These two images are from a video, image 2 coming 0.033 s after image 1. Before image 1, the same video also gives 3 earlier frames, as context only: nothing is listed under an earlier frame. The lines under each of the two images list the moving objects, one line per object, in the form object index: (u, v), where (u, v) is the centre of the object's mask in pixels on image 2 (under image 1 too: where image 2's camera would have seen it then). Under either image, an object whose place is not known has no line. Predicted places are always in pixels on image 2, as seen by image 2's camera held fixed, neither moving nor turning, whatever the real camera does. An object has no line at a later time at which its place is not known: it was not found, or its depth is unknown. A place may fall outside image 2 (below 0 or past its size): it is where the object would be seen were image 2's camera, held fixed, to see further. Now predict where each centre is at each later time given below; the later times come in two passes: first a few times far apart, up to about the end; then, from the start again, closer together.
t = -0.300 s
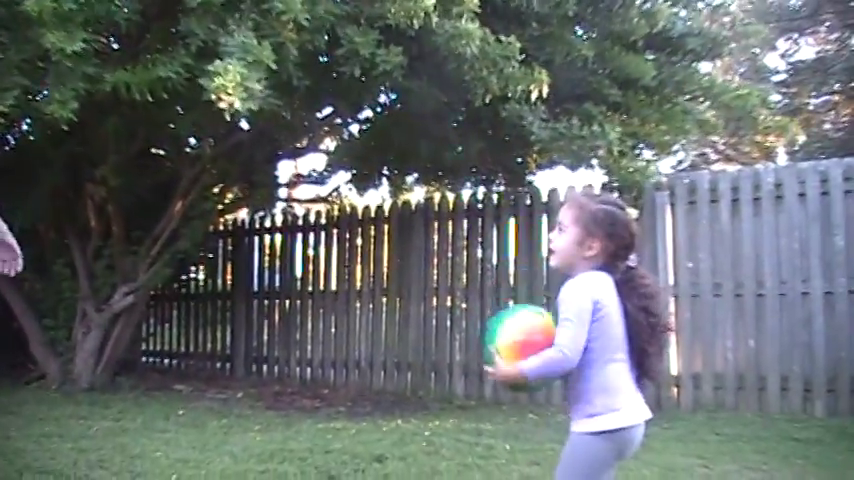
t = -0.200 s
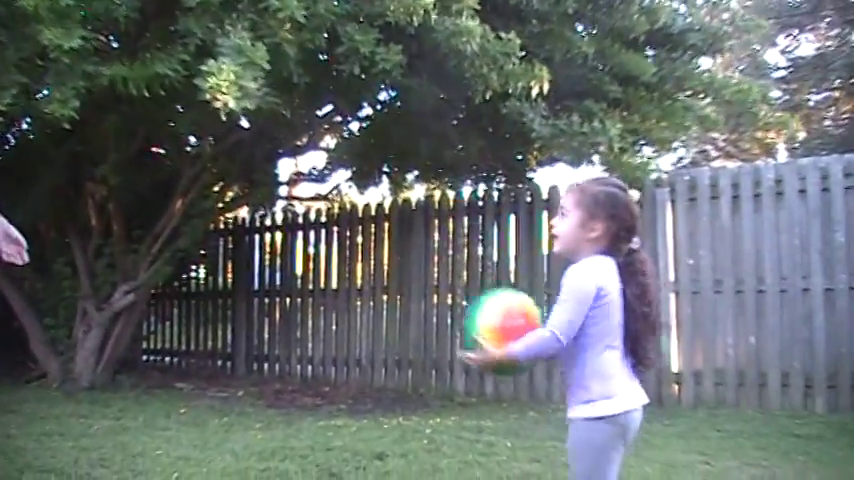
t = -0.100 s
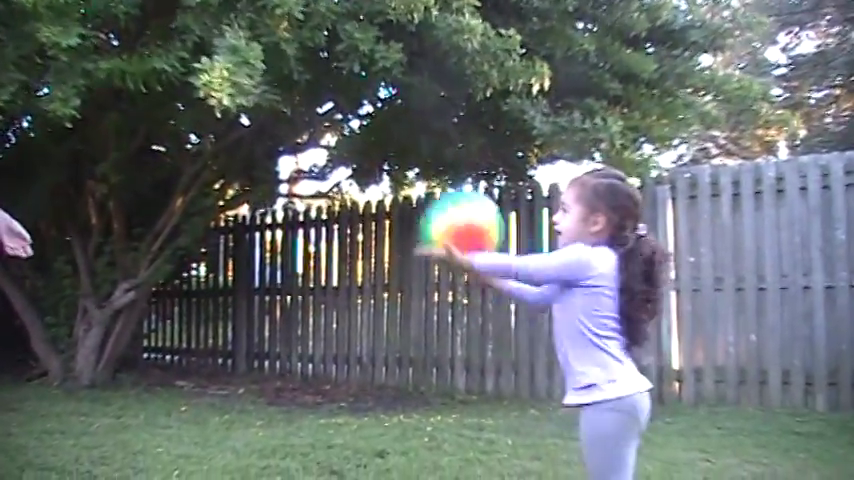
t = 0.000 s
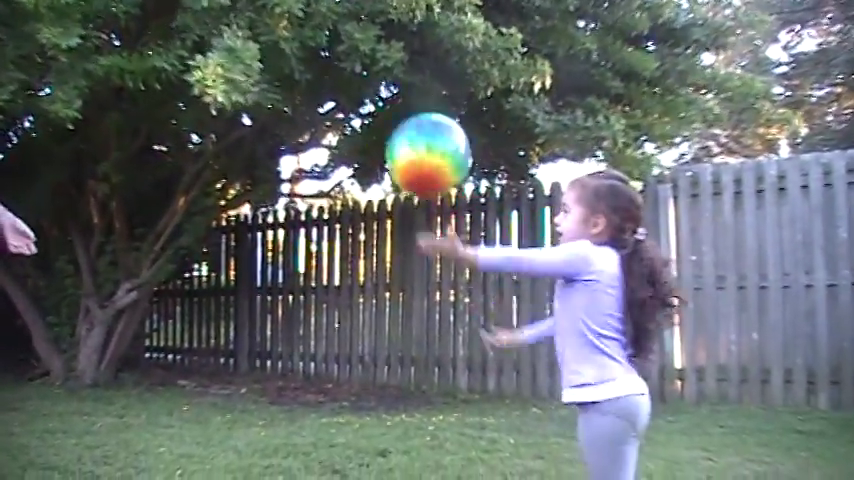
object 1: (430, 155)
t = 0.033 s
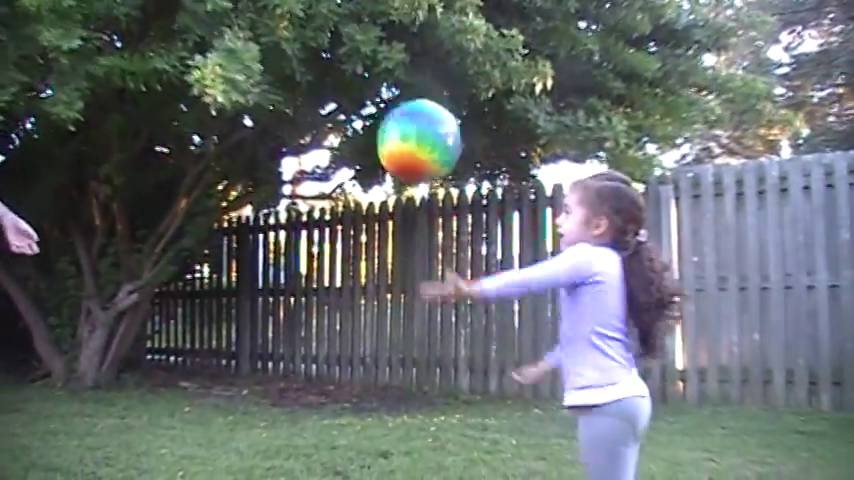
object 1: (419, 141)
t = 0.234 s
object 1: (355, 146)
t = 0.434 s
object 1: (293, 309)
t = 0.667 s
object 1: (237, 477)
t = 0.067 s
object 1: (408, 132)
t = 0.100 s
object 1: (397, 126)
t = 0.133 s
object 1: (387, 124)
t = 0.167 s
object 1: (376, 128)
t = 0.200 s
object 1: (366, 135)
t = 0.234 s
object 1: (355, 146)
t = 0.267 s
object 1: (345, 163)
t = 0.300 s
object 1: (334, 183)
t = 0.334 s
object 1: (324, 208)
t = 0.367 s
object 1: (314, 237)
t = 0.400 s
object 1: (304, 272)
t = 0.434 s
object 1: (293, 309)
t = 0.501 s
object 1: (271, 396)
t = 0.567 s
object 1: (251, 473)
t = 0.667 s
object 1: (237, 477)
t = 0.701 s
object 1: (234, 468)
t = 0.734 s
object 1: (233, 461)
